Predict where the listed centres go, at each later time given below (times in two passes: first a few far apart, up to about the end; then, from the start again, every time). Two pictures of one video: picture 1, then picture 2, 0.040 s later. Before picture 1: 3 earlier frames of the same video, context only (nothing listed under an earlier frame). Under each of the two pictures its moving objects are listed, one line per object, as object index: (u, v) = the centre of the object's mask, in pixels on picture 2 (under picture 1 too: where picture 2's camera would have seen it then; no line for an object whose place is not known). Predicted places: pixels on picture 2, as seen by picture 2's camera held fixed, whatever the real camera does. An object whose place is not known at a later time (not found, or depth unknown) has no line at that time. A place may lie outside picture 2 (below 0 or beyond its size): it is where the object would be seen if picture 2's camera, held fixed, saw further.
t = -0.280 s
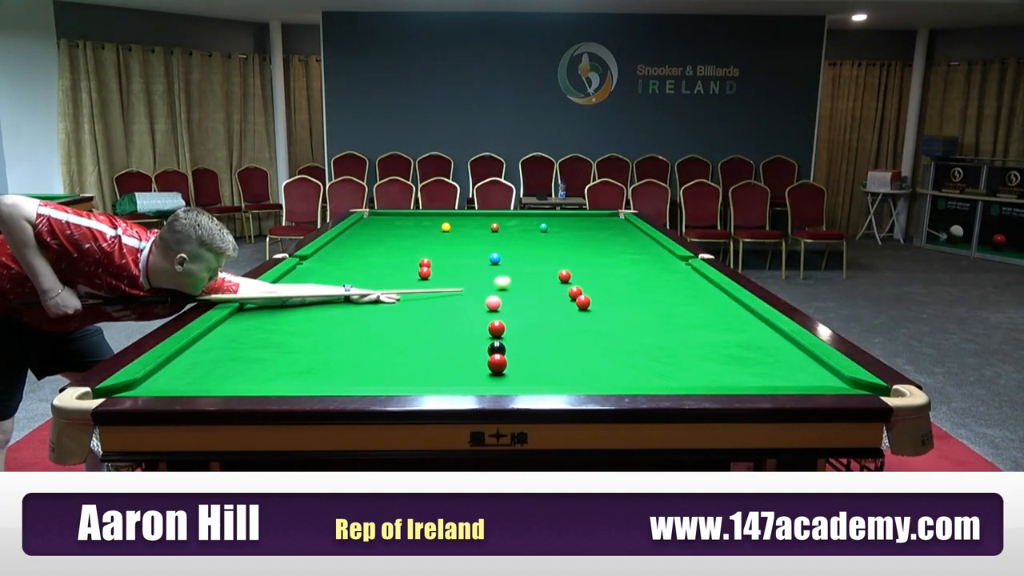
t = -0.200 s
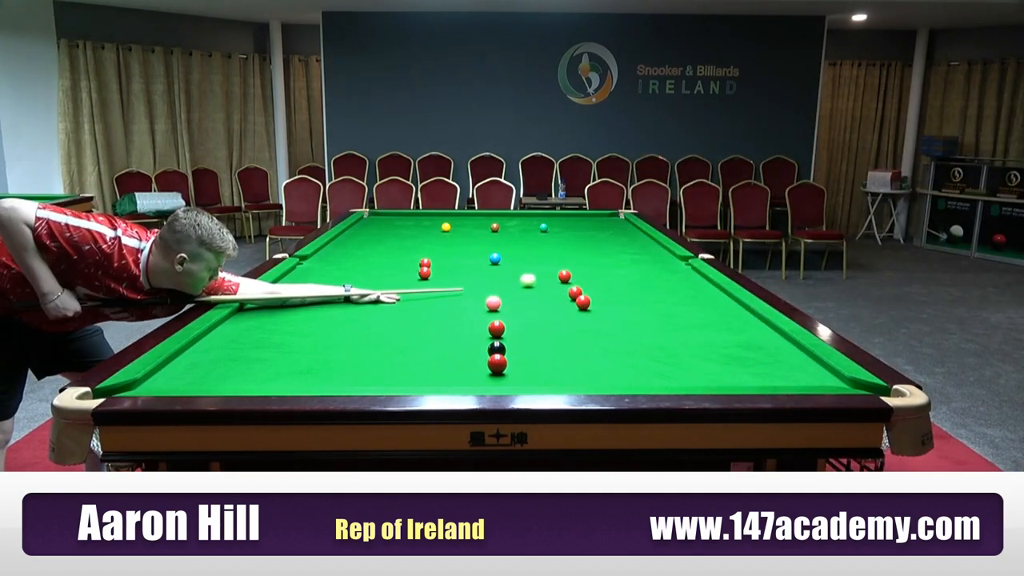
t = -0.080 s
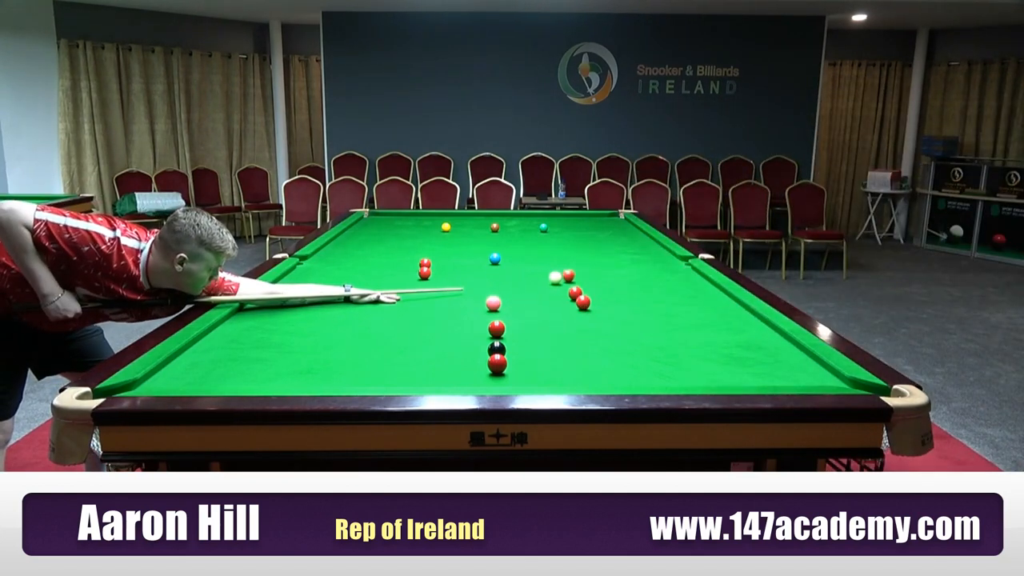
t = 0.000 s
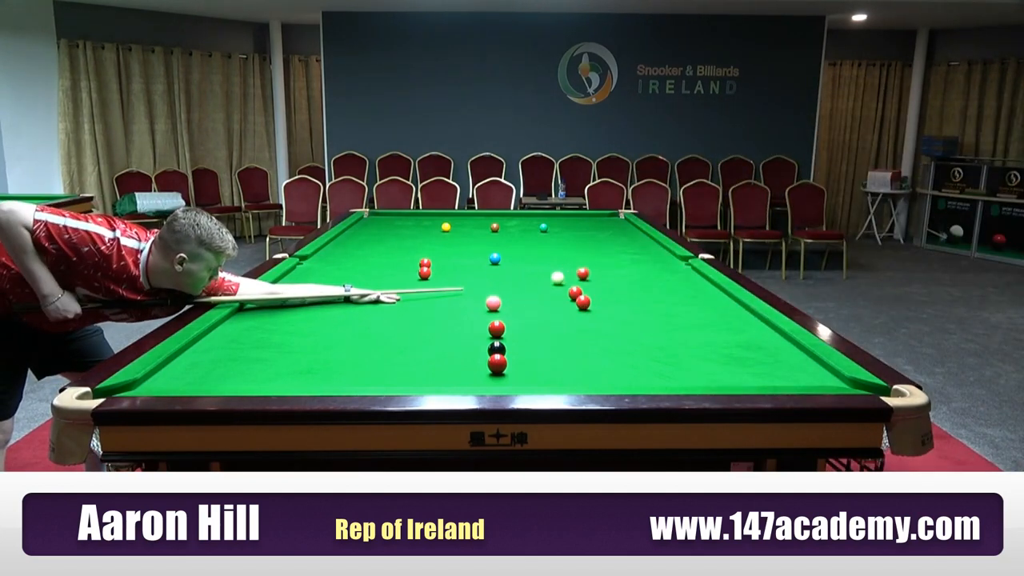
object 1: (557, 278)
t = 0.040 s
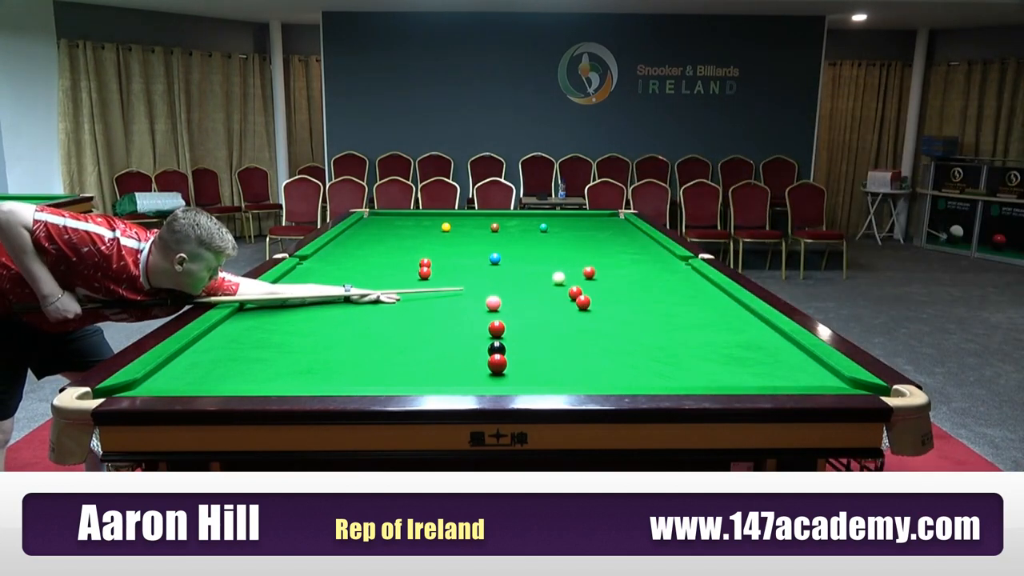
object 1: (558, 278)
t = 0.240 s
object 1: (564, 279)
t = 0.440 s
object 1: (568, 279)
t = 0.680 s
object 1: (573, 279)
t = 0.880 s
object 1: (576, 280)
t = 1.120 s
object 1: (579, 280)
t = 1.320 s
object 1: (581, 281)
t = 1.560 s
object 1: (582, 281)
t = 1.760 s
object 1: (582, 281)
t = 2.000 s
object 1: (582, 281)
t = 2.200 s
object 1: (582, 281)
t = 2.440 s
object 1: (582, 281)
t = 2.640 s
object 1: (582, 281)
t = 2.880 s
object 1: (582, 281)
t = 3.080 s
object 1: (582, 281)
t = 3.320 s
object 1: (582, 281)
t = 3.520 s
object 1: (582, 281)
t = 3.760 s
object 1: (582, 281)
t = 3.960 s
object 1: (582, 281)
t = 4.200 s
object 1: (582, 281)
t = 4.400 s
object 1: (582, 281)
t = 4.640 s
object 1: (582, 281)
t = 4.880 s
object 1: (582, 281)
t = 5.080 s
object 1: (582, 281)
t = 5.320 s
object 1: (582, 281)
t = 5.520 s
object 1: (582, 281)
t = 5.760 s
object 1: (582, 281)
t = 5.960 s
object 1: (582, 281)
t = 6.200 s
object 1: (582, 281)
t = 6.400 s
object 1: (582, 281)
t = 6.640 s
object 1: (582, 281)
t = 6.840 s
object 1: (582, 281)
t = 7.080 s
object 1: (582, 281)
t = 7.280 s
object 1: (582, 281)
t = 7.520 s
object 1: (582, 281)
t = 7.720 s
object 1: (582, 281)
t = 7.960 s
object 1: (582, 281)
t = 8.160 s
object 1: (582, 281)
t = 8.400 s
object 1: (582, 281)
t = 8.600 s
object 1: (582, 281)
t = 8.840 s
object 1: (582, 281)
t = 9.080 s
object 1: (582, 281)
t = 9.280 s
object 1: (582, 281)
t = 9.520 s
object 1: (582, 281)
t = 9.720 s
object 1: (582, 281)
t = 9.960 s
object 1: (582, 281)
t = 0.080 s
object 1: (559, 278)
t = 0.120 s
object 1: (561, 278)
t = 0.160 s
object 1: (562, 278)
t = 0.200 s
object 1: (563, 279)
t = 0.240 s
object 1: (564, 279)
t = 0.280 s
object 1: (565, 279)
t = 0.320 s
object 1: (566, 279)
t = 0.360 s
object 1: (567, 279)
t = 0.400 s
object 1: (568, 279)
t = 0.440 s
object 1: (568, 279)
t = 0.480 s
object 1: (569, 279)
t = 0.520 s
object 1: (570, 279)
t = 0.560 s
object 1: (571, 279)
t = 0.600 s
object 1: (572, 279)
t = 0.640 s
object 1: (572, 280)
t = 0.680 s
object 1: (573, 279)
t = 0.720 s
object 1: (574, 279)
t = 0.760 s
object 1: (574, 280)
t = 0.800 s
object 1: (575, 280)
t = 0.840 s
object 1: (576, 280)
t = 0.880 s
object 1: (576, 280)
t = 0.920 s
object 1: (577, 280)
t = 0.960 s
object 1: (577, 280)
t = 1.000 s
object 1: (578, 280)
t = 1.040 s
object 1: (578, 280)
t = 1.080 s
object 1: (578, 280)
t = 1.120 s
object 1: (579, 280)
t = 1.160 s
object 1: (579, 280)
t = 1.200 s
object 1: (580, 280)
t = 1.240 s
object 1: (580, 280)
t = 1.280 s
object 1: (580, 280)
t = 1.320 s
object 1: (581, 281)
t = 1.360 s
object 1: (581, 280)
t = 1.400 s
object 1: (581, 281)
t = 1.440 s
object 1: (581, 281)
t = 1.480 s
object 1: (581, 281)
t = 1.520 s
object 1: (581, 281)
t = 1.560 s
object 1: (582, 281)
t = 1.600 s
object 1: (582, 281)
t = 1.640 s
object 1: (582, 281)
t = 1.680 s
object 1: (582, 281)
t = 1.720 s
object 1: (582, 281)
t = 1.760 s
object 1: (582, 281)
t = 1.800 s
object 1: (582, 281)
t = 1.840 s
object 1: (582, 281)
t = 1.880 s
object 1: (582, 281)
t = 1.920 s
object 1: (582, 281)
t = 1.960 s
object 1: (582, 281)
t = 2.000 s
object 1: (582, 281)
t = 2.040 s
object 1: (582, 281)
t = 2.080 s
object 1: (582, 281)
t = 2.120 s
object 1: (582, 281)
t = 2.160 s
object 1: (582, 281)
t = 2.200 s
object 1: (582, 281)
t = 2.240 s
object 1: (582, 281)
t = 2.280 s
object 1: (582, 281)
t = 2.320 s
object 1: (582, 281)
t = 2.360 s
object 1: (582, 281)
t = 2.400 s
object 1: (582, 281)
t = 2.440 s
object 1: (582, 281)
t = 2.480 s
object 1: (582, 281)
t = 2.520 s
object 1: (582, 281)
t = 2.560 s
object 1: (582, 281)
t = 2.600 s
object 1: (582, 281)
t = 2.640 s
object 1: (582, 281)
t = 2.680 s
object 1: (582, 281)
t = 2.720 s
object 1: (582, 281)
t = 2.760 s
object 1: (582, 281)
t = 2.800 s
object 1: (582, 281)
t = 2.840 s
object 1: (582, 281)
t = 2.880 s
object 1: (582, 281)
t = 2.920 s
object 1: (582, 281)
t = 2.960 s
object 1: (582, 281)
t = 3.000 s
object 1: (582, 281)
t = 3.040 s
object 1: (582, 281)
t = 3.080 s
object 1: (582, 281)
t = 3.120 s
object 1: (582, 281)
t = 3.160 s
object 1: (582, 281)
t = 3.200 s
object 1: (582, 281)
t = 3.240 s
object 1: (582, 281)
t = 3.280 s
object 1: (582, 281)
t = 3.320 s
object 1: (582, 281)
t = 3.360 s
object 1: (582, 281)
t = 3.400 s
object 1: (582, 281)
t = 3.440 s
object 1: (582, 281)
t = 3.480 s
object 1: (582, 281)
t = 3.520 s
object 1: (582, 281)
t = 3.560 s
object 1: (582, 281)
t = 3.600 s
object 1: (582, 281)
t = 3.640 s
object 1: (582, 281)
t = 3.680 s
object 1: (582, 281)
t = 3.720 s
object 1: (582, 281)
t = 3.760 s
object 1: (582, 281)
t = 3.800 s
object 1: (582, 281)
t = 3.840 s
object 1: (582, 281)
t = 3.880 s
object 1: (582, 281)
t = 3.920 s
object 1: (582, 281)
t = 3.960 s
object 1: (582, 281)
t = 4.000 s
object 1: (582, 281)
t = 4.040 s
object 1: (582, 281)
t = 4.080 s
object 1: (582, 281)
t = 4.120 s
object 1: (582, 281)
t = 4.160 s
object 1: (582, 281)
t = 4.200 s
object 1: (582, 281)
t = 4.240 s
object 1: (582, 281)
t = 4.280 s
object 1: (582, 281)
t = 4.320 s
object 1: (582, 281)
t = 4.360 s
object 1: (582, 281)
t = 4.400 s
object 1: (582, 281)
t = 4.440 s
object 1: (582, 281)
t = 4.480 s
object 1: (582, 281)
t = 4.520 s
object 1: (582, 281)
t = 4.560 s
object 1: (582, 281)
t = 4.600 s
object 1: (582, 281)
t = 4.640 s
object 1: (582, 281)
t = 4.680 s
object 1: (582, 281)
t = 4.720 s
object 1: (582, 281)
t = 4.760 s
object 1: (582, 281)
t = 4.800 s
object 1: (582, 281)
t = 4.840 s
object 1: (582, 281)
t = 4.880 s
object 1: (582, 281)
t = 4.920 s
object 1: (582, 281)
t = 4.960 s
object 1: (582, 281)
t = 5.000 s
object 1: (582, 281)
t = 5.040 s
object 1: (582, 281)
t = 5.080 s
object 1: (582, 281)
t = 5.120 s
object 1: (582, 281)
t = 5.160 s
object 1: (582, 281)
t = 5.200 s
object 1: (582, 281)
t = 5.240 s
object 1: (582, 281)
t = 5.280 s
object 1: (582, 281)
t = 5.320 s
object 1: (582, 281)
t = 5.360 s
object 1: (582, 281)
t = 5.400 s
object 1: (582, 281)
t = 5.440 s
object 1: (582, 281)
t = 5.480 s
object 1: (582, 281)
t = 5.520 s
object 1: (582, 281)
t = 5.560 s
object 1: (582, 281)
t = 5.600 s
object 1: (582, 281)
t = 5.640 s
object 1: (582, 281)
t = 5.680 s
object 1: (582, 281)
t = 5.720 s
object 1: (582, 281)
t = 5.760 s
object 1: (582, 281)
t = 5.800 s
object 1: (582, 281)
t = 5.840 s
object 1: (582, 281)
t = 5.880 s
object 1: (582, 281)
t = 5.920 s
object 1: (582, 281)
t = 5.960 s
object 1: (582, 281)
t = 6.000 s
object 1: (582, 281)
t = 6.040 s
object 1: (582, 281)
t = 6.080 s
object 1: (582, 281)
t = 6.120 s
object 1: (582, 281)
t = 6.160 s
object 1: (582, 281)
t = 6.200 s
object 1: (582, 281)
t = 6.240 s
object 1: (582, 281)
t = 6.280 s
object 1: (582, 281)
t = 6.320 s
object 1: (582, 281)
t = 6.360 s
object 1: (582, 281)
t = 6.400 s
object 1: (582, 281)
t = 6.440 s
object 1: (582, 281)
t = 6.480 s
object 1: (582, 281)
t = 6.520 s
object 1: (582, 281)
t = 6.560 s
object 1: (582, 281)
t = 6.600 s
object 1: (582, 281)
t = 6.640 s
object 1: (582, 281)
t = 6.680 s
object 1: (582, 281)
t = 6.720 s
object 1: (582, 281)
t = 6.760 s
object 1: (582, 281)
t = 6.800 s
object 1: (582, 281)
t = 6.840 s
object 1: (582, 281)
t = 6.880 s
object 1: (582, 281)
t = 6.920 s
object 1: (582, 281)
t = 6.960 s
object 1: (582, 281)
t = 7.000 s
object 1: (582, 281)
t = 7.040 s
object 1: (582, 281)
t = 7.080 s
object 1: (582, 281)
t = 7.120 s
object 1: (582, 281)
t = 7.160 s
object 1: (582, 281)
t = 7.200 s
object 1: (582, 281)
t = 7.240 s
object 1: (582, 281)
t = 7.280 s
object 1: (582, 281)
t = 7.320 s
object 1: (582, 281)
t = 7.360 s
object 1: (582, 281)
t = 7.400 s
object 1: (582, 281)
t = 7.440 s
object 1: (582, 281)
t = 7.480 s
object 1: (582, 281)
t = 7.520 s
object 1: (582, 281)
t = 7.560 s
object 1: (582, 281)
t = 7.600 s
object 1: (582, 281)
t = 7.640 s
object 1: (582, 281)
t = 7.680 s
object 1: (582, 281)
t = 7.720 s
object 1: (582, 281)
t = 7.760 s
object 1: (582, 281)
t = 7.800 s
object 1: (582, 281)
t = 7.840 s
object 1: (582, 281)
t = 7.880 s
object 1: (582, 281)
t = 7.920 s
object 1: (582, 281)
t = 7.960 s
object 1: (582, 281)
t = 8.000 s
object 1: (582, 281)
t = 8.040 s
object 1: (582, 281)
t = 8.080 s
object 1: (582, 281)
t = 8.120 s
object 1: (582, 281)
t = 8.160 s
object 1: (582, 281)
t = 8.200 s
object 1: (582, 281)
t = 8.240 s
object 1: (582, 281)
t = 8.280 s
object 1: (582, 281)
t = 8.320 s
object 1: (582, 281)
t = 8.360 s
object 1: (582, 281)
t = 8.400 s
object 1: (582, 281)
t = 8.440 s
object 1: (582, 281)
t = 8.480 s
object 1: (582, 281)
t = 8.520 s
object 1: (582, 281)
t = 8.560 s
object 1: (582, 281)
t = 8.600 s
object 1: (582, 281)
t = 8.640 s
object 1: (582, 281)
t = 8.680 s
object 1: (582, 281)
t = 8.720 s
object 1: (582, 281)
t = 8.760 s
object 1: (582, 281)
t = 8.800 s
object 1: (582, 281)
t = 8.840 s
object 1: (582, 281)
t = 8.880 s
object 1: (582, 281)
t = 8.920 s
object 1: (582, 281)
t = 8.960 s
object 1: (582, 281)
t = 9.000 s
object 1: (582, 281)
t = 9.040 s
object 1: (582, 281)
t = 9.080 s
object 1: (582, 281)
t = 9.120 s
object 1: (582, 281)
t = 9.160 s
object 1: (582, 281)
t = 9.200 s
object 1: (582, 281)
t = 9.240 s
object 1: (582, 281)
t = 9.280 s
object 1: (582, 281)
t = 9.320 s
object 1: (582, 281)
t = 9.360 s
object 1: (582, 281)
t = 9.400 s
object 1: (582, 281)
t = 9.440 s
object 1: (582, 281)
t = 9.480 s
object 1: (582, 281)
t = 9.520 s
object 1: (582, 281)
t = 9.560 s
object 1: (582, 281)
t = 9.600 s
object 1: (582, 281)
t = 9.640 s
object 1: (582, 281)
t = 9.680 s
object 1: (582, 281)
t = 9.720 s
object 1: (582, 281)
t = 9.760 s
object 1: (582, 281)
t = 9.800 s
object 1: (582, 281)
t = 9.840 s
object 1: (582, 281)
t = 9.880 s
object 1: (582, 281)
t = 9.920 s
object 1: (582, 281)
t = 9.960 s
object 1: (582, 281)
